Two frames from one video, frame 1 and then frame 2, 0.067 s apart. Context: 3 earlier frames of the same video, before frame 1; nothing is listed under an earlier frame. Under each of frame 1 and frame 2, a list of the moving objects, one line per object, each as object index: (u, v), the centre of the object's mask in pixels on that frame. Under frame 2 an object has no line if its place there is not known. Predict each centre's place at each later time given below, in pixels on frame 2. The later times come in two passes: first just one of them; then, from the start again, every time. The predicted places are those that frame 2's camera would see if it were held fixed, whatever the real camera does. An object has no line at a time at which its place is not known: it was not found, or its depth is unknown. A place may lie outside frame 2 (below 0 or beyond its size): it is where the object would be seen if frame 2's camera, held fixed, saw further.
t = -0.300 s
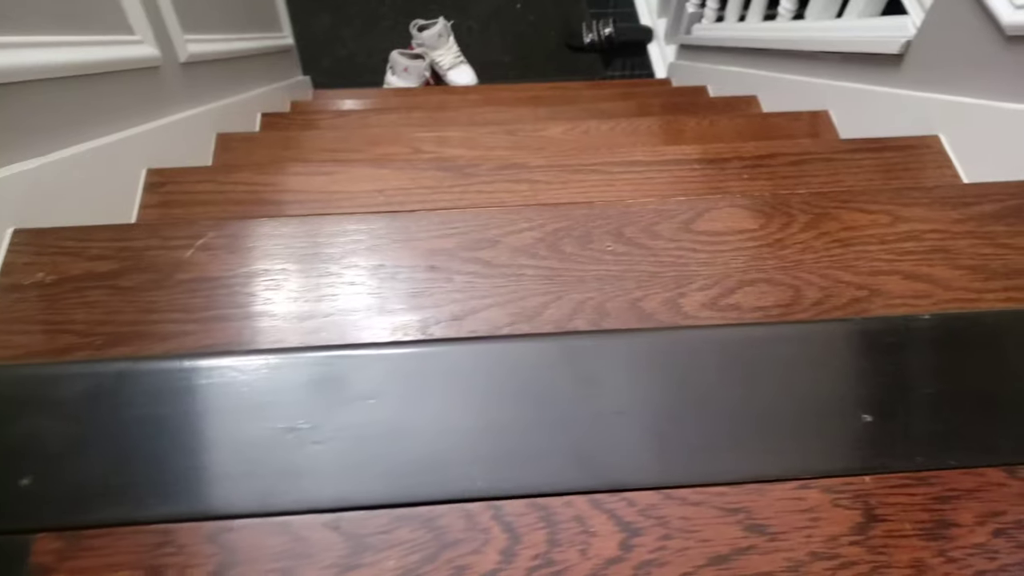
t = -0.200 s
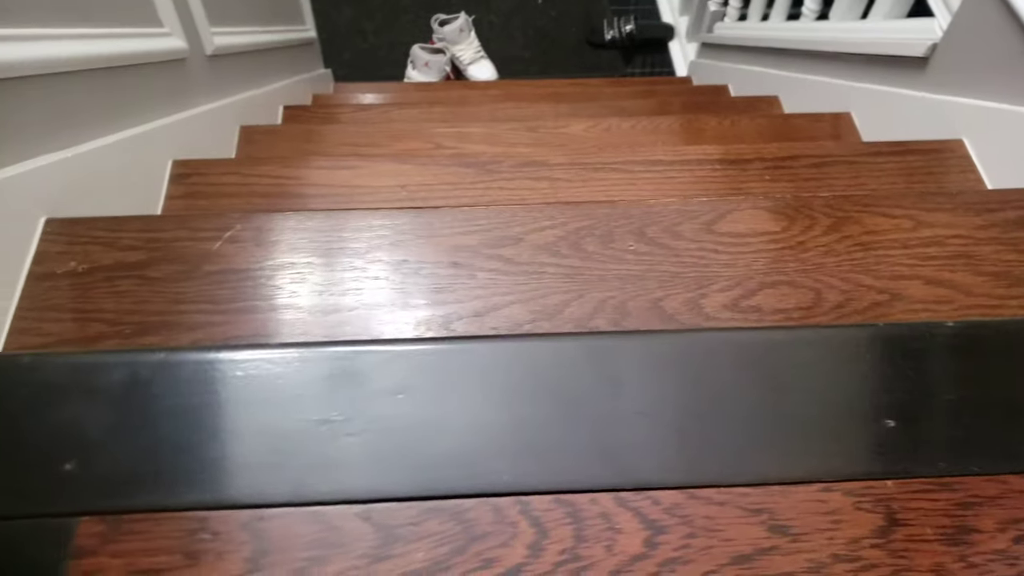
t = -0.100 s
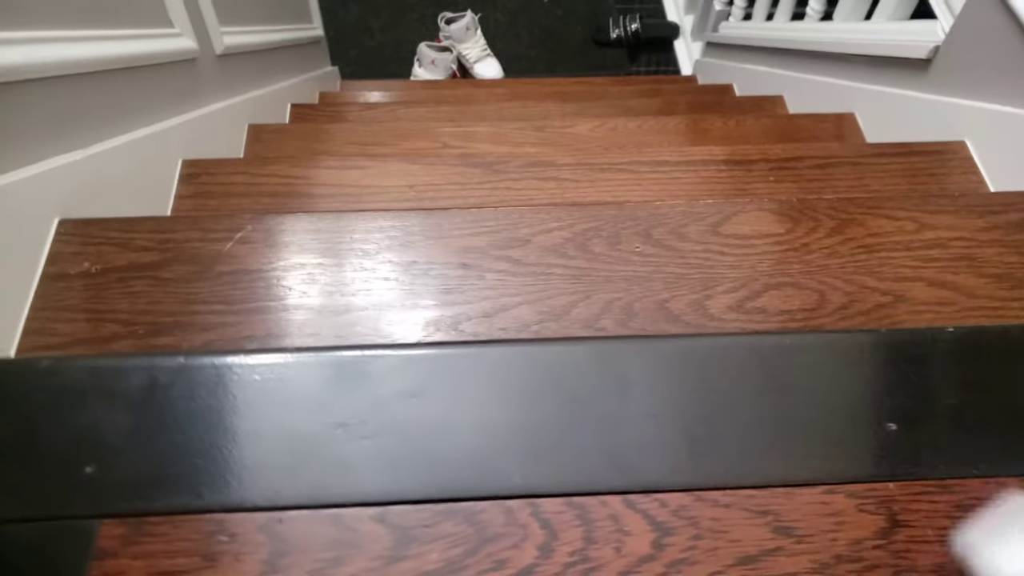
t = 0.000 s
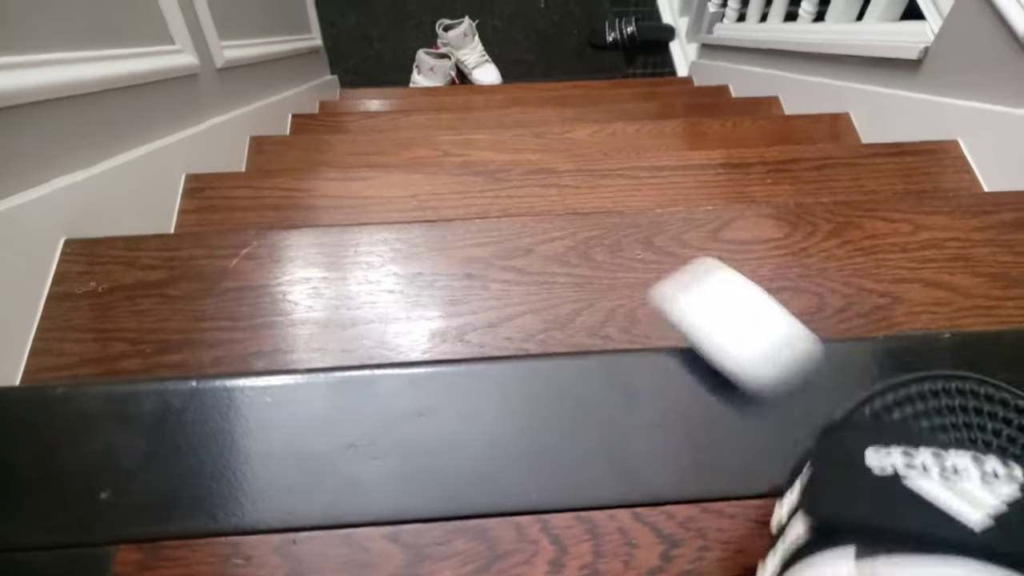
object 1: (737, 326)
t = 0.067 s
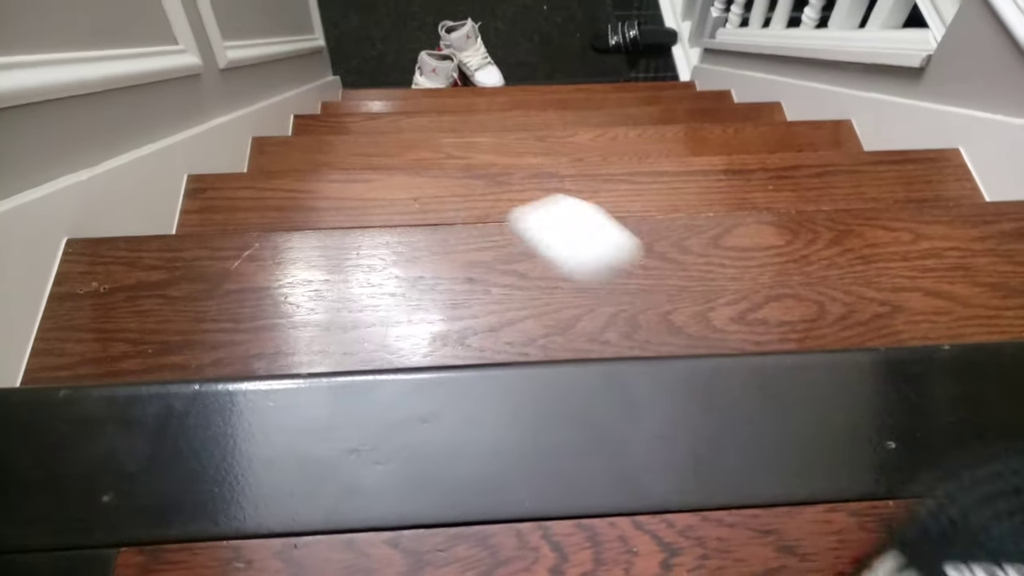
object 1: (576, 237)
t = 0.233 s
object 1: (345, 209)
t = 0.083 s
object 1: (542, 225)
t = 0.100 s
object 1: (511, 216)
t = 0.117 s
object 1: (483, 211)
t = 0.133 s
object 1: (457, 209)
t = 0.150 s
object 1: (433, 209)
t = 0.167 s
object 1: (413, 211)
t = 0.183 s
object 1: (395, 216)
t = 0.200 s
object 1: (376, 224)
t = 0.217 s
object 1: (360, 218)
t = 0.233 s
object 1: (345, 209)
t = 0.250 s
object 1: (332, 199)
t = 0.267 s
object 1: (319, 190)
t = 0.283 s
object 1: (306, 184)
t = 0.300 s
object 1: (293, 181)
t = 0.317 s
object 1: (283, 181)
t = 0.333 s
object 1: (274, 181)
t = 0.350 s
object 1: (265, 184)
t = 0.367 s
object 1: (256, 187)
